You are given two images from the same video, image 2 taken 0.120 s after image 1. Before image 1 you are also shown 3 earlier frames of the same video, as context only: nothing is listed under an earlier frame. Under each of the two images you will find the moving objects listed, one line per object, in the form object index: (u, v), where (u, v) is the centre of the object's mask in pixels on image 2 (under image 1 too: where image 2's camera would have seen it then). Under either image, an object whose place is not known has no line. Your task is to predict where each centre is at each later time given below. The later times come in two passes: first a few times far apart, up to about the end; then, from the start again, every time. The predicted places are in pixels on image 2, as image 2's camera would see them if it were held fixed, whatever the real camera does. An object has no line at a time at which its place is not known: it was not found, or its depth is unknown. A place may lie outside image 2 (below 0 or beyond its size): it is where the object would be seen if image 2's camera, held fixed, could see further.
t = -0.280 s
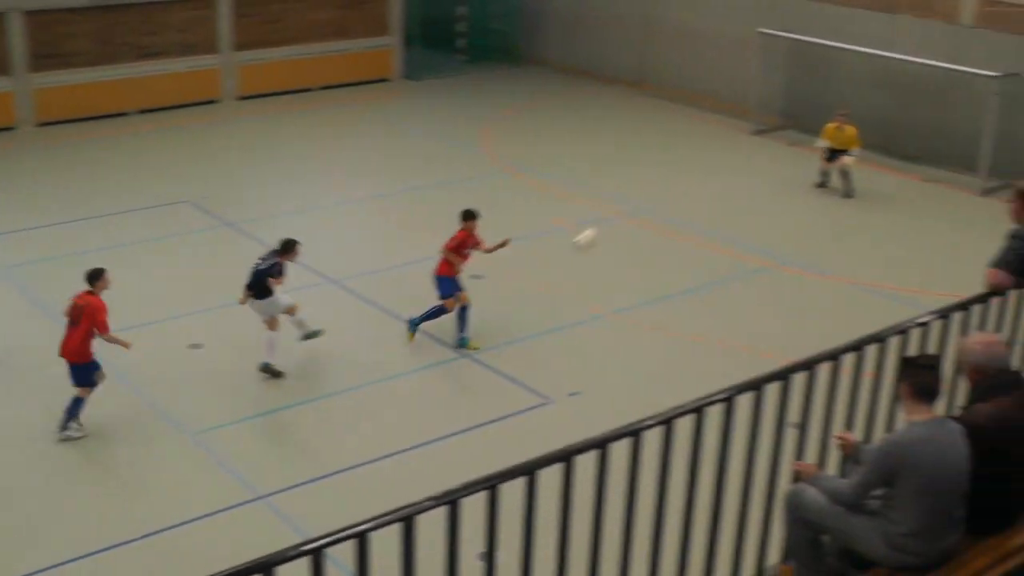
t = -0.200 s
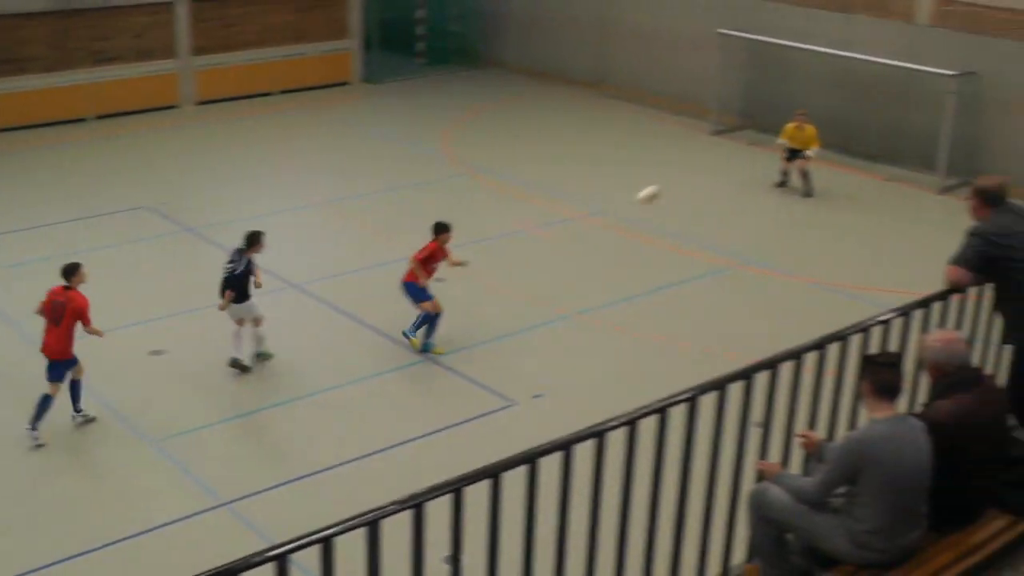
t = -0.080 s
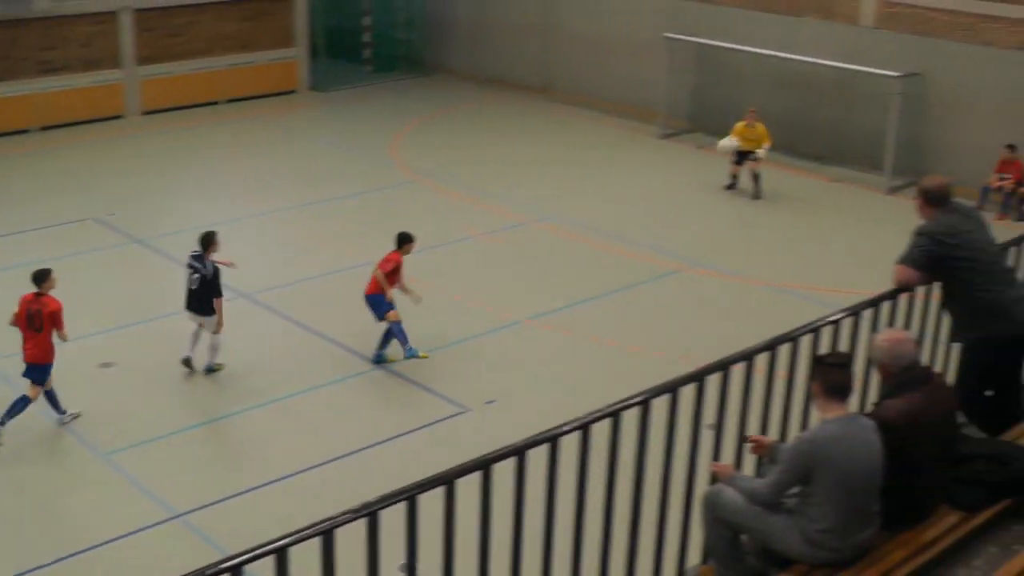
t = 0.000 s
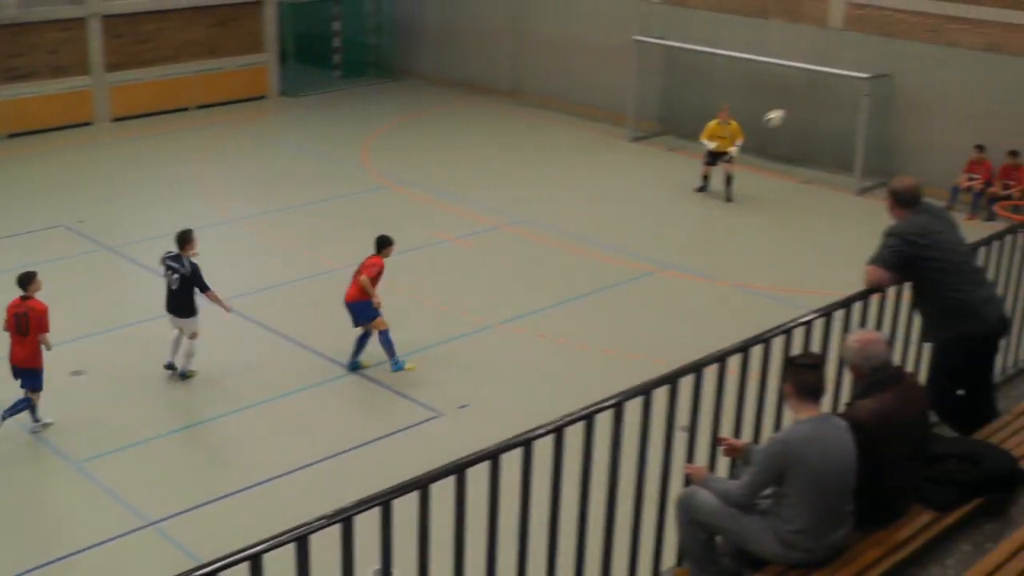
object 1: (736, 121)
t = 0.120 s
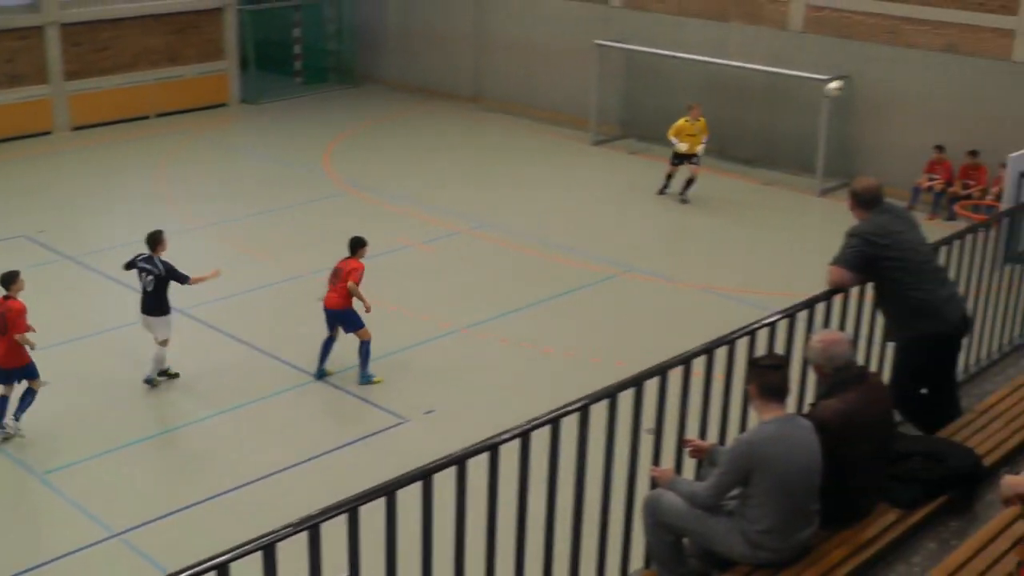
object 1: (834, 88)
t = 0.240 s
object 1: (922, 66)
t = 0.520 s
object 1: (972, 66)
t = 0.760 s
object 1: (947, 114)
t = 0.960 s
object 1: (922, 184)
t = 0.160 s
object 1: (864, 79)
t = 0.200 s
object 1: (894, 72)
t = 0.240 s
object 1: (922, 66)
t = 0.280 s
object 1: (948, 60)
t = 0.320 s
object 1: (974, 56)
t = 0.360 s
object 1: (986, 55)
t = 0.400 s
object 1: (983, 56)
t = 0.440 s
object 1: (979, 58)
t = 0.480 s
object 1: (975, 62)
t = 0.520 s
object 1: (972, 66)
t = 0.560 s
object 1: (968, 71)
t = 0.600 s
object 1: (964, 78)
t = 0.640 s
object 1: (960, 86)
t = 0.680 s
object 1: (956, 94)
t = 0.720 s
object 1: (951, 103)
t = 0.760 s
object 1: (947, 114)
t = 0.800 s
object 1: (943, 126)
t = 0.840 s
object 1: (938, 139)
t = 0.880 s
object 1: (933, 153)
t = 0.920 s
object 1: (927, 167)
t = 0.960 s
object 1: (922, 184)
